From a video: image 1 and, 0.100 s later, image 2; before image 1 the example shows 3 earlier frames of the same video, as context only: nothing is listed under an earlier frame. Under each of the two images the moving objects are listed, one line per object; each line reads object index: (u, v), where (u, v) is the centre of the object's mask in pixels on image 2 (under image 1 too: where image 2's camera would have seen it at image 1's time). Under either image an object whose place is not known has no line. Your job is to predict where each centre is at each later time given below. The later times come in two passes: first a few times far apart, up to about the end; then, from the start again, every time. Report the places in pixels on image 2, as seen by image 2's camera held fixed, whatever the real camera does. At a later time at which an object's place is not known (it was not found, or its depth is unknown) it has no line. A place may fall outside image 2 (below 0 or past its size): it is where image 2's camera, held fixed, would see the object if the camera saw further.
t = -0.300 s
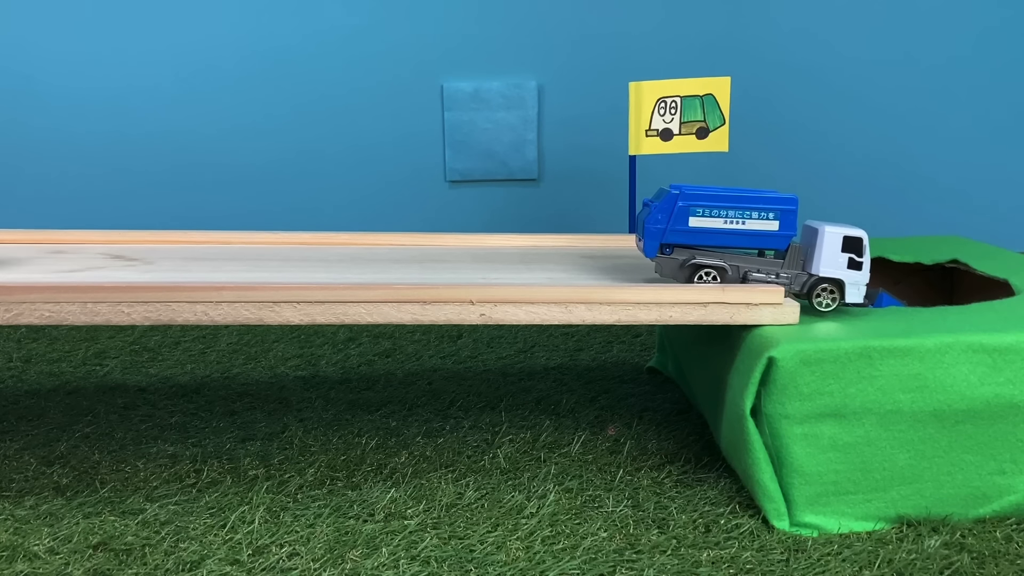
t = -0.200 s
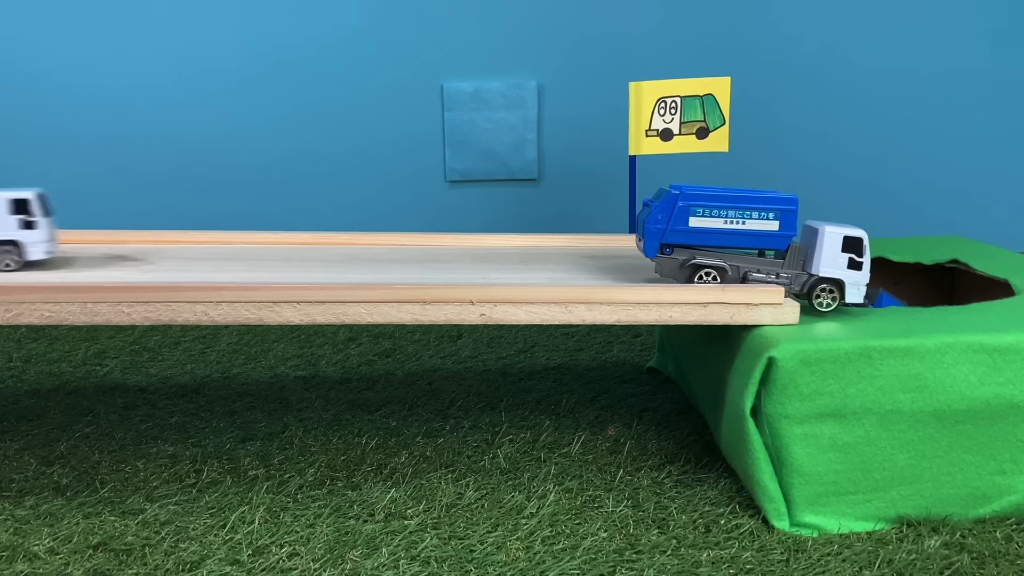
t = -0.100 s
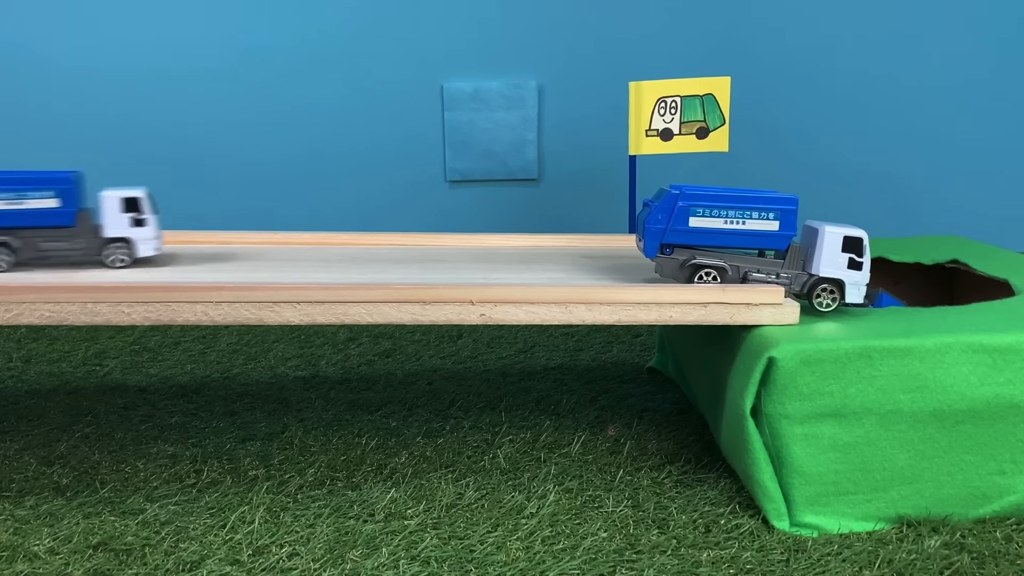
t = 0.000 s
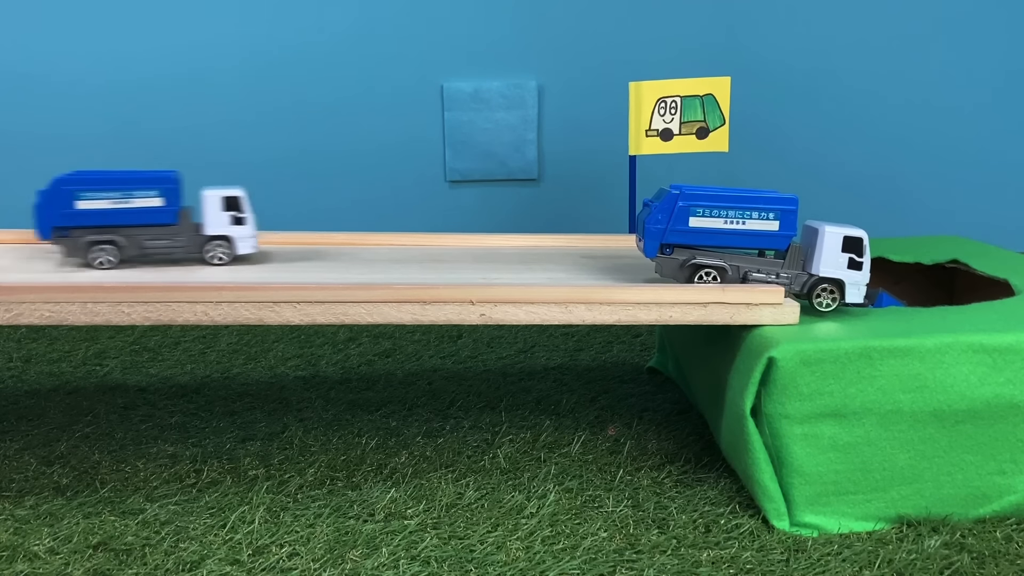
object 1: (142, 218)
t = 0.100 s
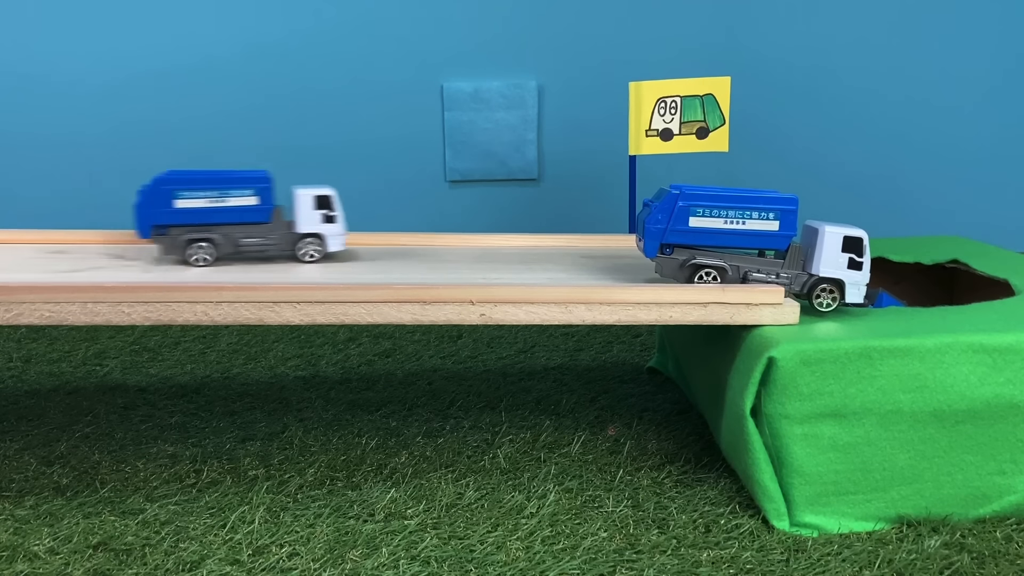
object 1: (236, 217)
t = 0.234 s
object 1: (350, 215)
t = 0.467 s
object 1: (515, 212)
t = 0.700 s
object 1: (599, 207)
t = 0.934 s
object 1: (640, 195)
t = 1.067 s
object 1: (647, 192)
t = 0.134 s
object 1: (267, 217)
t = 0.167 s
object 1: (296, 216)
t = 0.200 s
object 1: (323, 216)
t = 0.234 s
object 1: (350, 215)
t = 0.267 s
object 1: (377, 215)
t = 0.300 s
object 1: (401, 214)
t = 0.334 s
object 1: (425, 214)
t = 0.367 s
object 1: (449, 214)
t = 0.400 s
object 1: (471, 213)
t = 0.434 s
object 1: (493, 213)
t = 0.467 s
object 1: (515, 212)
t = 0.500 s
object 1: (535, 212)
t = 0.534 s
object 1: (551, 212)
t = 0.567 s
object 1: (564, 211)
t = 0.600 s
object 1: (572, 210)
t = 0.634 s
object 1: (582, 209)
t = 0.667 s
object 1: (591, 208)
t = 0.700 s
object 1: (599, 207)
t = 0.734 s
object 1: (608, 205)
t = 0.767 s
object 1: (617, 204)
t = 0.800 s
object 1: (625, 202)
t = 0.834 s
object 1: (633, 193)
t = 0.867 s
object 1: (638, 191)
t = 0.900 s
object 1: (639, 194)
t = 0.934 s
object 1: (640, 195)
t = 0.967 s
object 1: (643, 193)
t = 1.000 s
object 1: (645, 193)
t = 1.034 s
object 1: (646, 192)
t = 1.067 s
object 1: (647, 192)
